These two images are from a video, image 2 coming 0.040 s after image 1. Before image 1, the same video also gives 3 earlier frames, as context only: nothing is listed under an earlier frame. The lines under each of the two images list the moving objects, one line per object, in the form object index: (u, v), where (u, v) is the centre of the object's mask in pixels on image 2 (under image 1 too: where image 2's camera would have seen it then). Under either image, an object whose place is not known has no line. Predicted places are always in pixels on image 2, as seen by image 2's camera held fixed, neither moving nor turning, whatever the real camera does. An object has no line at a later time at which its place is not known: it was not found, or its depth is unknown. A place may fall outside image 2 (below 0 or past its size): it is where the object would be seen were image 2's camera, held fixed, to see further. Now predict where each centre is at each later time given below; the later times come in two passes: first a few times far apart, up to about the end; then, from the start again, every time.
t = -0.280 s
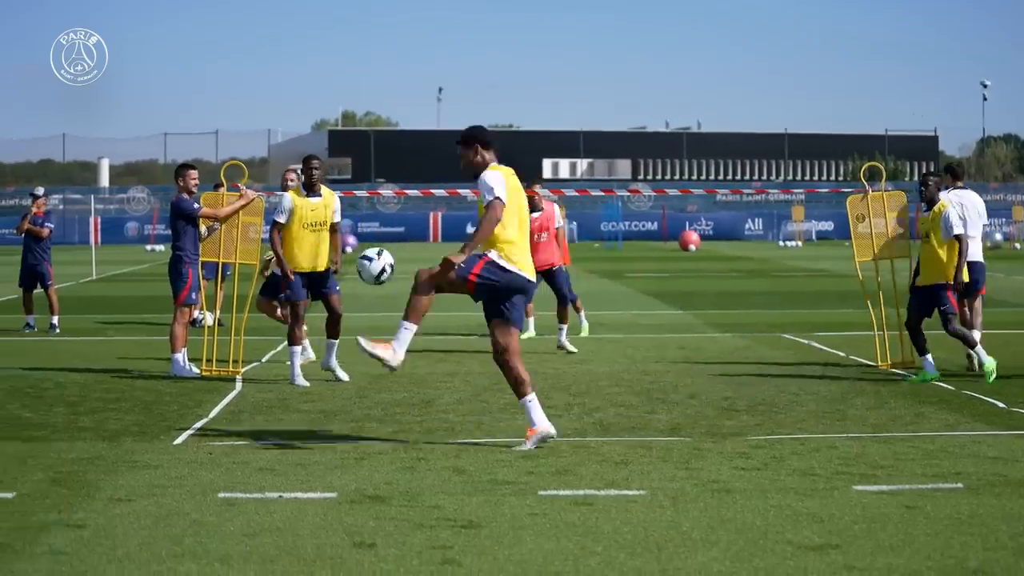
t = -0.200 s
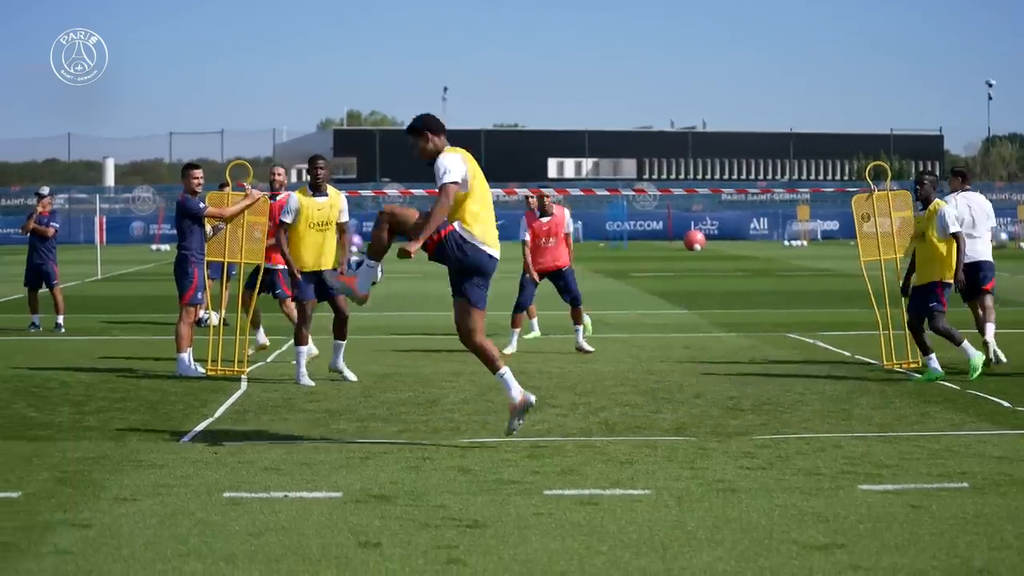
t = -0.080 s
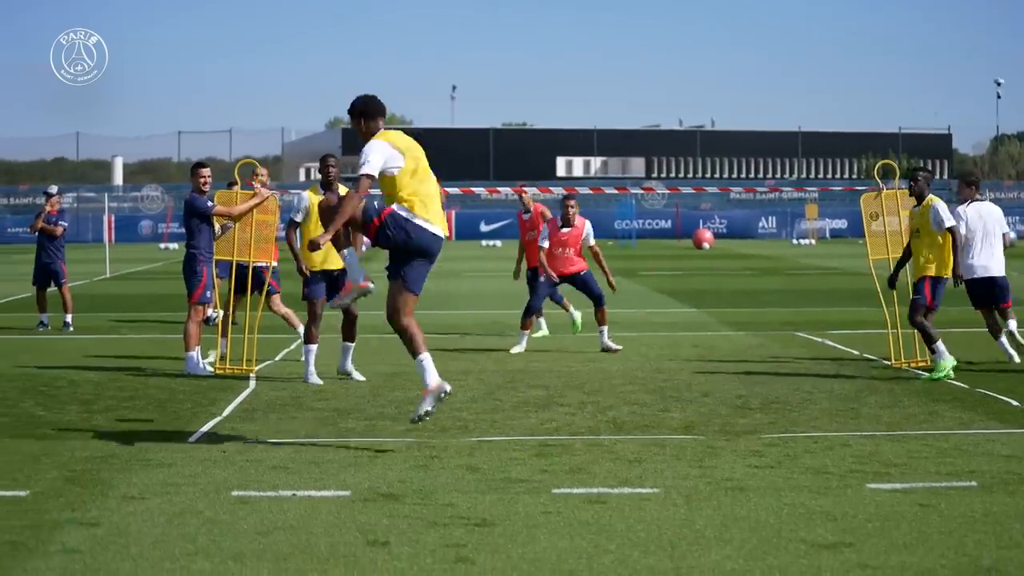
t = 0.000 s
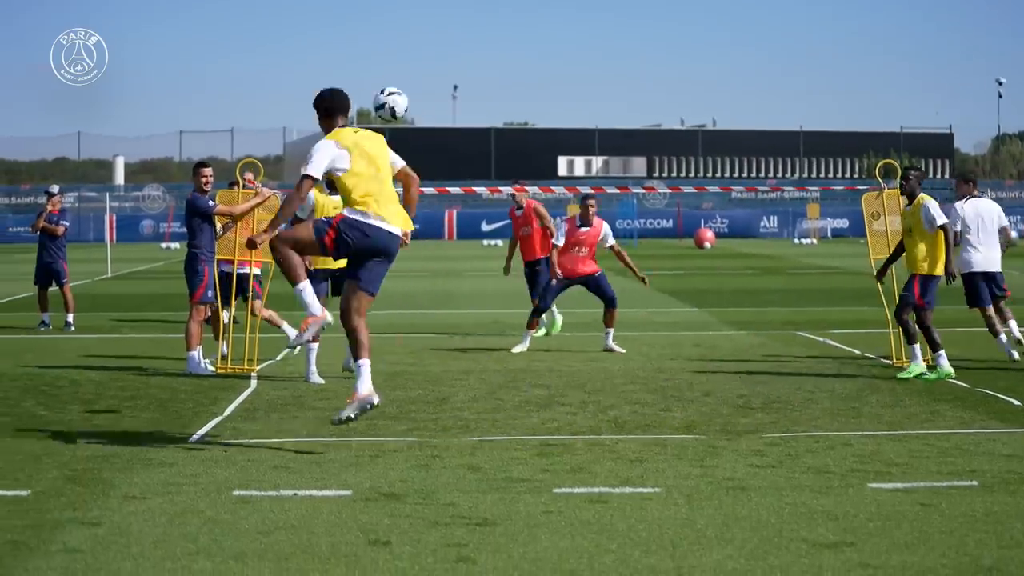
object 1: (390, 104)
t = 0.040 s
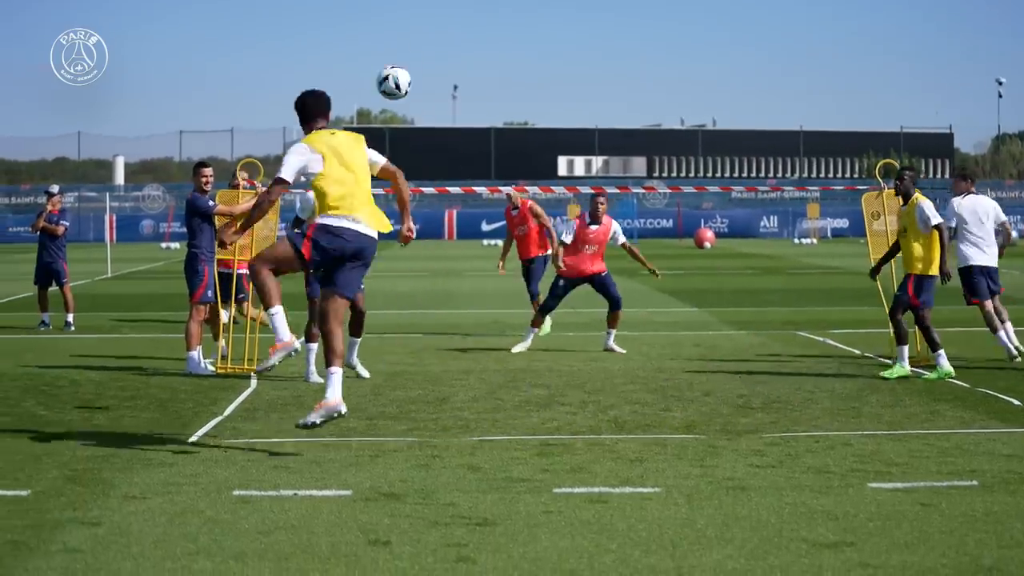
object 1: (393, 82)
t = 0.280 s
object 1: (410, 15)
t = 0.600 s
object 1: (427, 53)
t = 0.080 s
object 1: (397, 64)
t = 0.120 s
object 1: (399, 49)
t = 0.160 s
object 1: (402, 36)
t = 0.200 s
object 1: (405, 26)
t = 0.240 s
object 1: (408, 19)
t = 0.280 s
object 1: (410, 15)
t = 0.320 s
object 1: (412, 13)
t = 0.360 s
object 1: (415, 13)
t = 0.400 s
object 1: (417, 14)
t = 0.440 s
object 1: (419, 18)
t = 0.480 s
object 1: (421, 24)
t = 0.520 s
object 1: (423, 32)
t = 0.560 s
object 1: (425, 41)
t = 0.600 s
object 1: (427, 53)
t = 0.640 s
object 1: (428, 66)
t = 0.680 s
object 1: (429, 81)
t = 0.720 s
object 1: (431, 97)
